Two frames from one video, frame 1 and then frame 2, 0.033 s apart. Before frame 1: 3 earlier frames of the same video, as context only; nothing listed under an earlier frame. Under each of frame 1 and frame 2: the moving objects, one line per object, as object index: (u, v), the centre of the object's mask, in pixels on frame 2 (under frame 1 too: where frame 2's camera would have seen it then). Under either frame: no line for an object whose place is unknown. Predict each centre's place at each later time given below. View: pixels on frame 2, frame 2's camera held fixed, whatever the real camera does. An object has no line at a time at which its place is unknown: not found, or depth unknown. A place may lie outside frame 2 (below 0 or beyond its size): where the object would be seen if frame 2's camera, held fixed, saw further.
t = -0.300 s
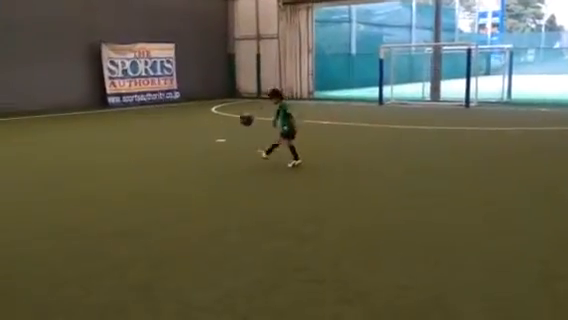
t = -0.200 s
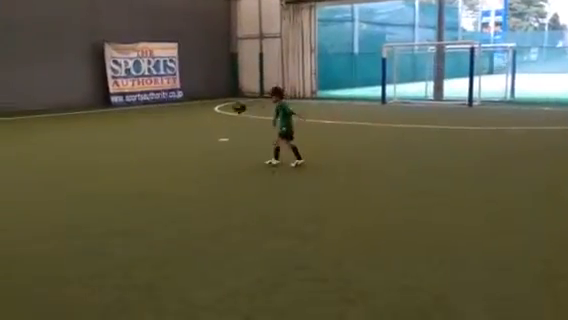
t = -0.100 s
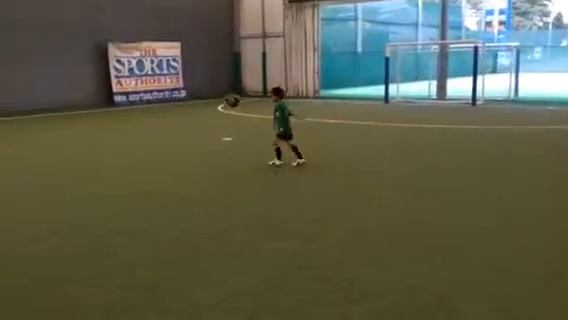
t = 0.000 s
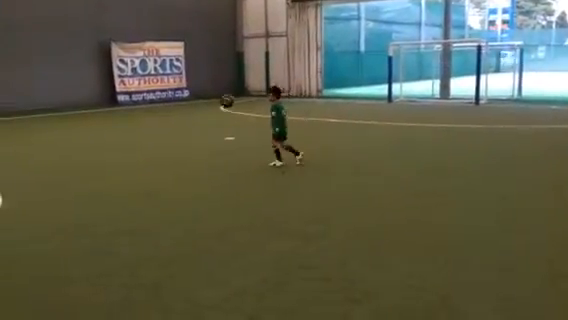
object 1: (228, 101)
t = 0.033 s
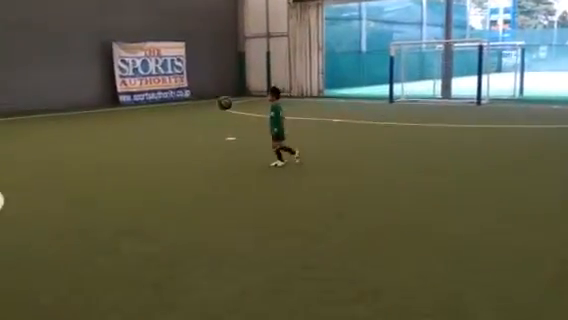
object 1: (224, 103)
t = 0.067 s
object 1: (221, 107)
